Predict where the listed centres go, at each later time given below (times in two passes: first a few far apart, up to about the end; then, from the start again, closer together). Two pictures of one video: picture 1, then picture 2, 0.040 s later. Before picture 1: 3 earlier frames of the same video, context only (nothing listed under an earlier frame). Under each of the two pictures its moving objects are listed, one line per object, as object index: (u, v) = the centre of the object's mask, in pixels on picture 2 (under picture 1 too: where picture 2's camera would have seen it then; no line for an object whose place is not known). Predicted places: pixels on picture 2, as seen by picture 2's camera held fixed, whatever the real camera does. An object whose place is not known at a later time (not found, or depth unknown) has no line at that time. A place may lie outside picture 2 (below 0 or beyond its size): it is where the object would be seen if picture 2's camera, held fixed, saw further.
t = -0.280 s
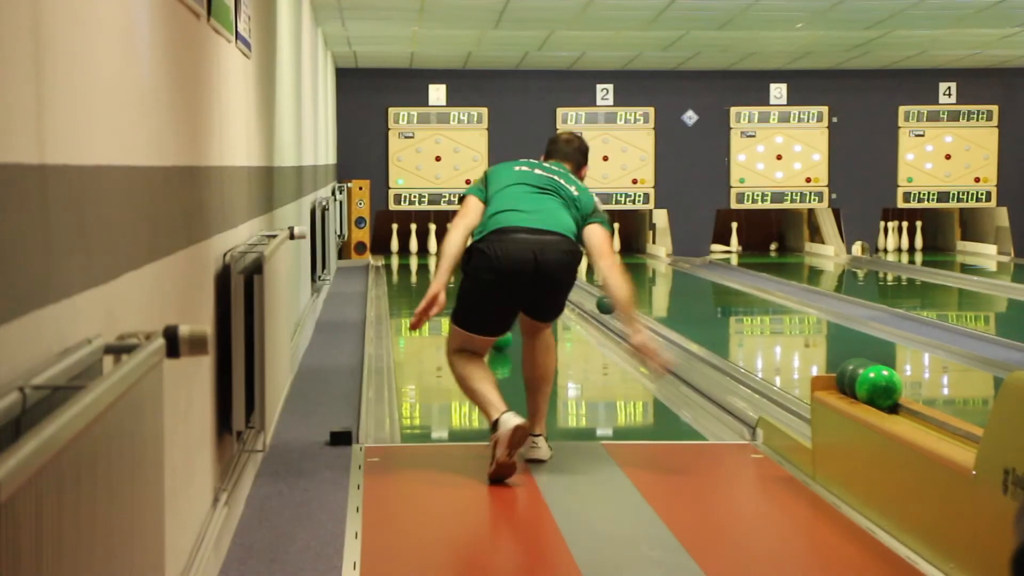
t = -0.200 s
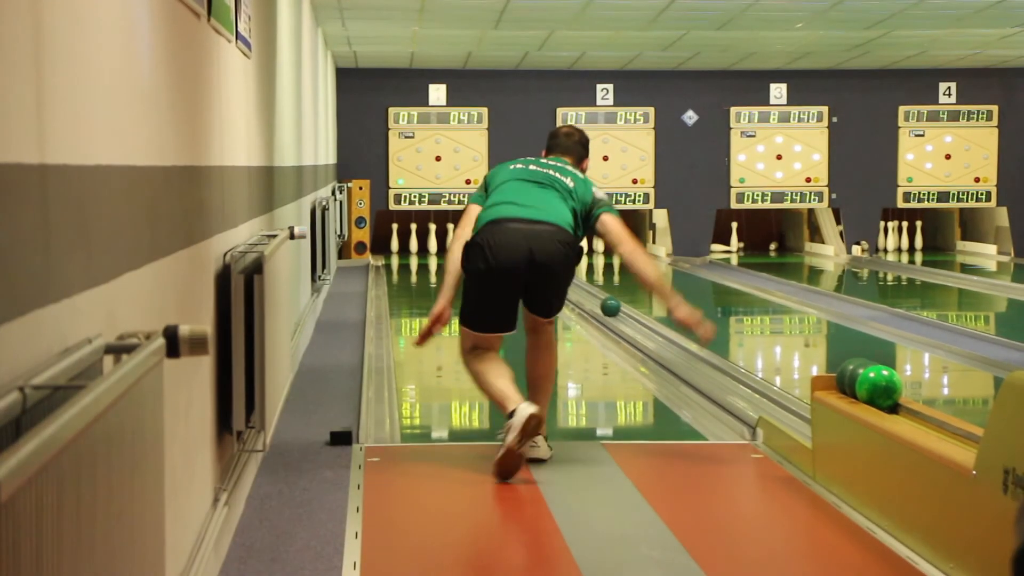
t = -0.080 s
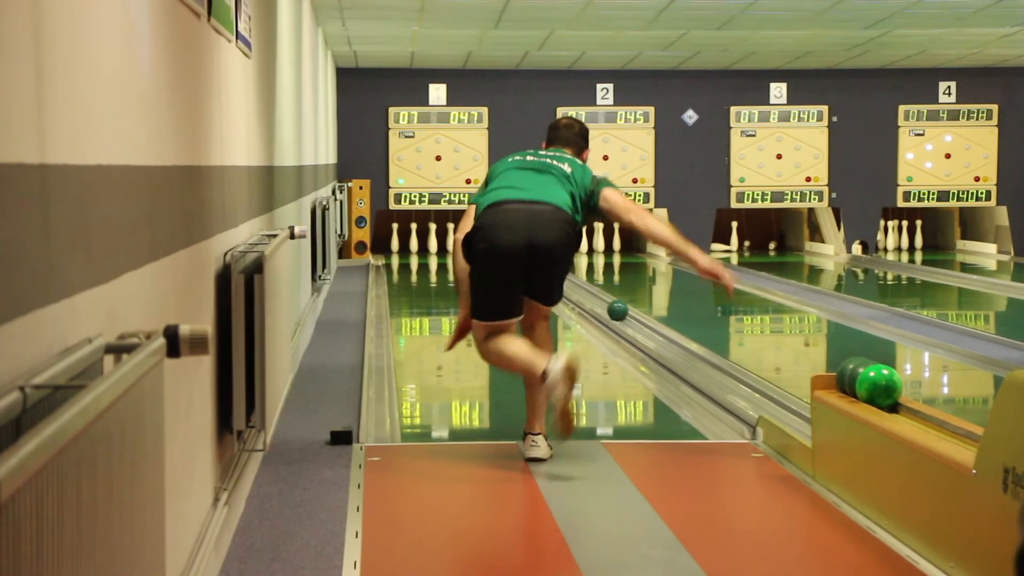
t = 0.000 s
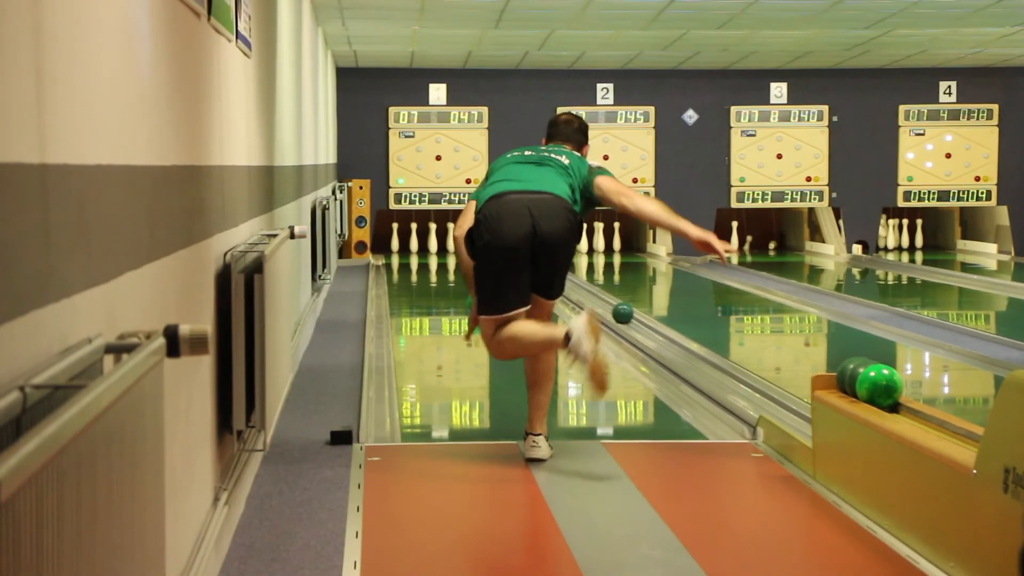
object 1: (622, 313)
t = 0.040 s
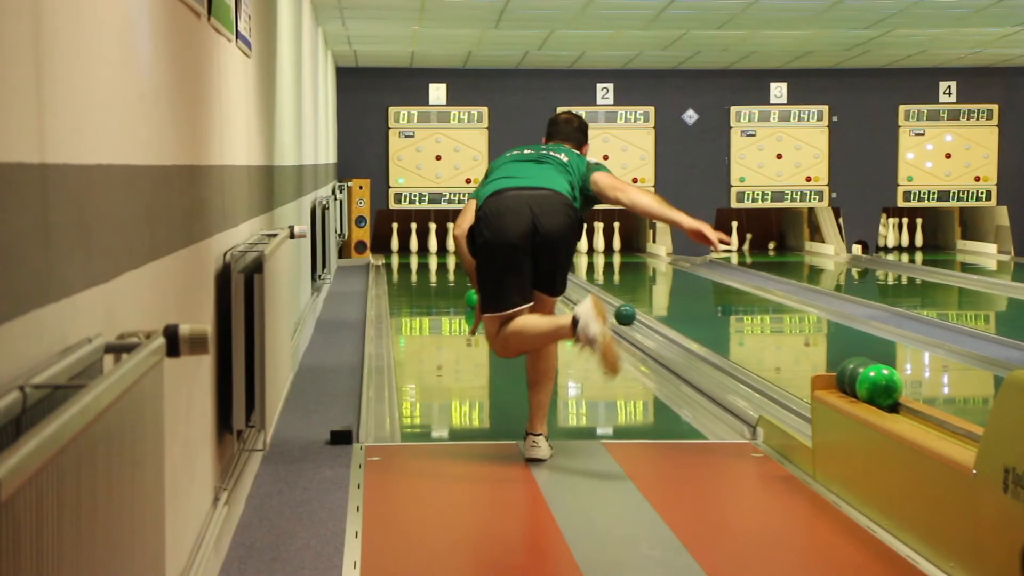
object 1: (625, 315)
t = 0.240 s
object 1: (638, 323)
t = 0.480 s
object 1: (656, 333)
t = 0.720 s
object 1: (677, 346)
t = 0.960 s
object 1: (700, 359)
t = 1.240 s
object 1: (732, 379)
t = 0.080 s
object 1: (628, 316)
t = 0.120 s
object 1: (632, 317)
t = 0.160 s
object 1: (635, 319)
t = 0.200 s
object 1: (636, 321)
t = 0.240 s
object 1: (638, 323)
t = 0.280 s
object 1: (641, 324)
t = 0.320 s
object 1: (644, 326)
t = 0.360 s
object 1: (647, 328)
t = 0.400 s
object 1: (650, 330)
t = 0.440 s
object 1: (653, 332)
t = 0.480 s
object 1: (656, 333)
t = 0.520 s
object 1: (659, 335)
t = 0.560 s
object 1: (663, 337)
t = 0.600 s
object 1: (666, 339)
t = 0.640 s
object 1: (669, 341)
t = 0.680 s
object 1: (673, 343)
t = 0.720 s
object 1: (677, 346)
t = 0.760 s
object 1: (680, 348)
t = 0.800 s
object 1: (684, 350)
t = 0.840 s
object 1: (688, 352)
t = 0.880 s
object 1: (692, 355)
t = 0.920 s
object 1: (696, 357)
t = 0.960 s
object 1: (700, 359)
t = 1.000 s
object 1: (704, 362)
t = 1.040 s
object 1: (709, 365)
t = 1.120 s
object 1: (718, 370)
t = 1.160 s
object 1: (722, 373)
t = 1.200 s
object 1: (727, 376)
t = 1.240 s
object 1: (732, 379)
